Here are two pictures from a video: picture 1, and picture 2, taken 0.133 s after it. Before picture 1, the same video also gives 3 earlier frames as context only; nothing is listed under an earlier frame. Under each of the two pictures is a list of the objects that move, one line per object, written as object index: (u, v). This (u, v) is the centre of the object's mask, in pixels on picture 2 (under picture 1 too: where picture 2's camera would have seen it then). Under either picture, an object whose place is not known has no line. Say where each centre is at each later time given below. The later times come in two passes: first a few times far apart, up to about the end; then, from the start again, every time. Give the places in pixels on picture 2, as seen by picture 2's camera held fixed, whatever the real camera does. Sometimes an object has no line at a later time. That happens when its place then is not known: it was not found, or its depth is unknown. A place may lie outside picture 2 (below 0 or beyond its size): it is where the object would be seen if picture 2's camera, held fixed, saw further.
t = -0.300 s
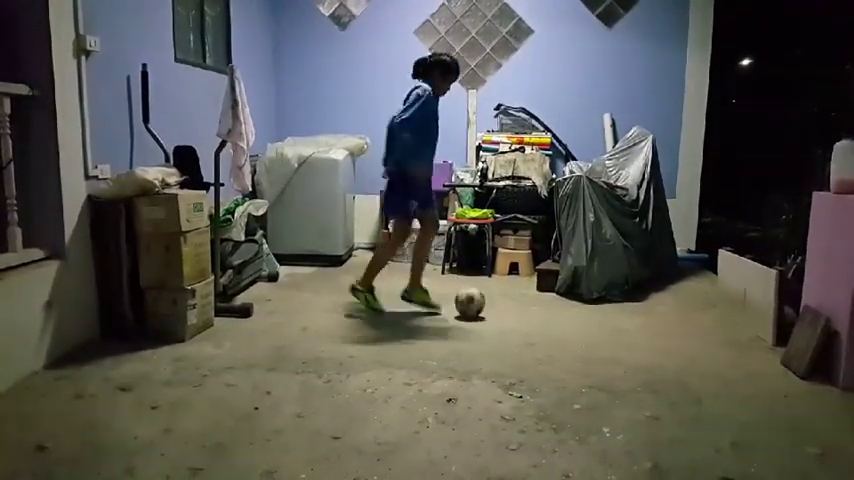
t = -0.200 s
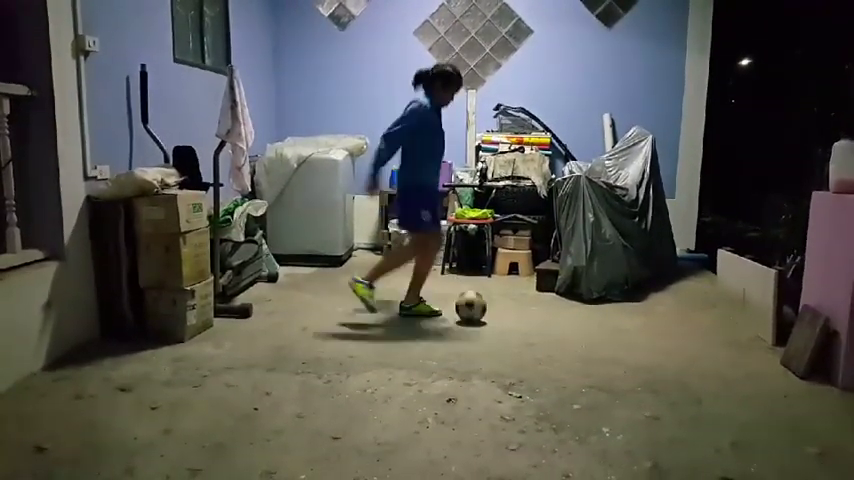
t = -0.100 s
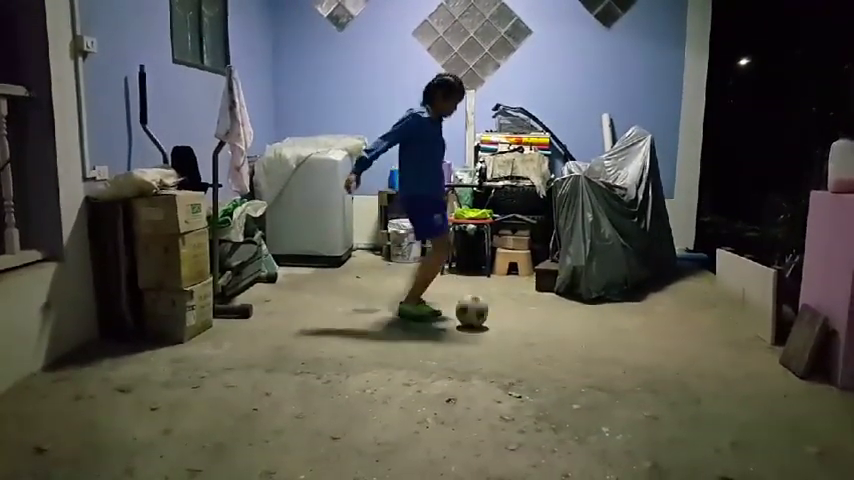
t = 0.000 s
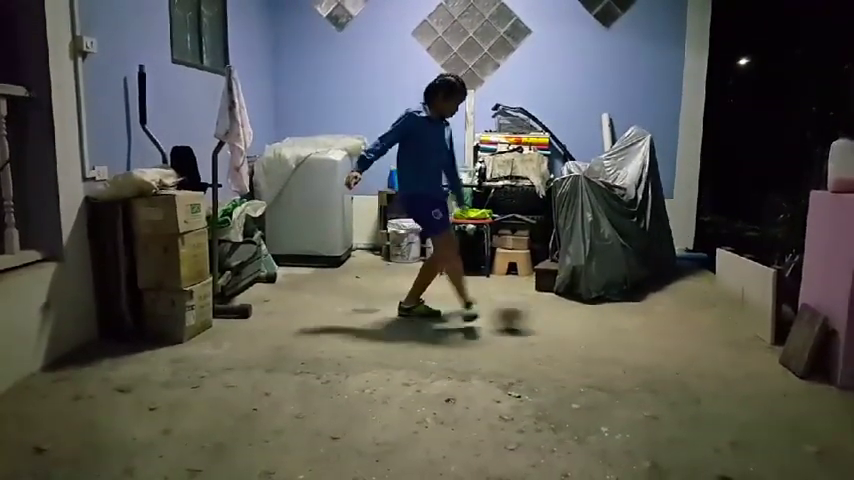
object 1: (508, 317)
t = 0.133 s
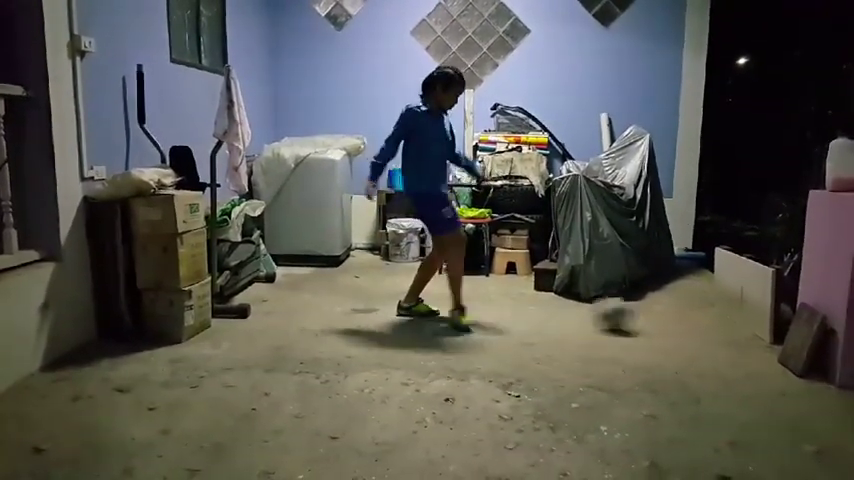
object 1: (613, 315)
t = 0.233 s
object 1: (680, 317)
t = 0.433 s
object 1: (689, 303)
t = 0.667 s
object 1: (600, 300)
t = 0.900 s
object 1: (551, 300)
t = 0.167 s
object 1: (636, 316)
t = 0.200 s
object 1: (660, 317)
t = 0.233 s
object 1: (680, 317)
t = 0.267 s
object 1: (698, 317)
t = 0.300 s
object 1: (718, 316)
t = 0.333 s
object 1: (737, 319)
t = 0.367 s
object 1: (723, 311)
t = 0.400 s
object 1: (703, 306)
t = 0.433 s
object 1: (689, 303)
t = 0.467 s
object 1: (671, 303)
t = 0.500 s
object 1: (652, 305)
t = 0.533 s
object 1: (636, 308)
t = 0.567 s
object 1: (621, 309)
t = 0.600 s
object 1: (614, 305)
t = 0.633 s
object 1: (607, 302)
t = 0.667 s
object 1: (600, 300)
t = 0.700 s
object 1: (593, 301)
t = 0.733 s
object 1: (586, 303)
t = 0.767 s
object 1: (580, 307)
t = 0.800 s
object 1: (572, 305)
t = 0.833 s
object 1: (565, 301)
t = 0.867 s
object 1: (559, 300)
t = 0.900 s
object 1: (551, 300)
